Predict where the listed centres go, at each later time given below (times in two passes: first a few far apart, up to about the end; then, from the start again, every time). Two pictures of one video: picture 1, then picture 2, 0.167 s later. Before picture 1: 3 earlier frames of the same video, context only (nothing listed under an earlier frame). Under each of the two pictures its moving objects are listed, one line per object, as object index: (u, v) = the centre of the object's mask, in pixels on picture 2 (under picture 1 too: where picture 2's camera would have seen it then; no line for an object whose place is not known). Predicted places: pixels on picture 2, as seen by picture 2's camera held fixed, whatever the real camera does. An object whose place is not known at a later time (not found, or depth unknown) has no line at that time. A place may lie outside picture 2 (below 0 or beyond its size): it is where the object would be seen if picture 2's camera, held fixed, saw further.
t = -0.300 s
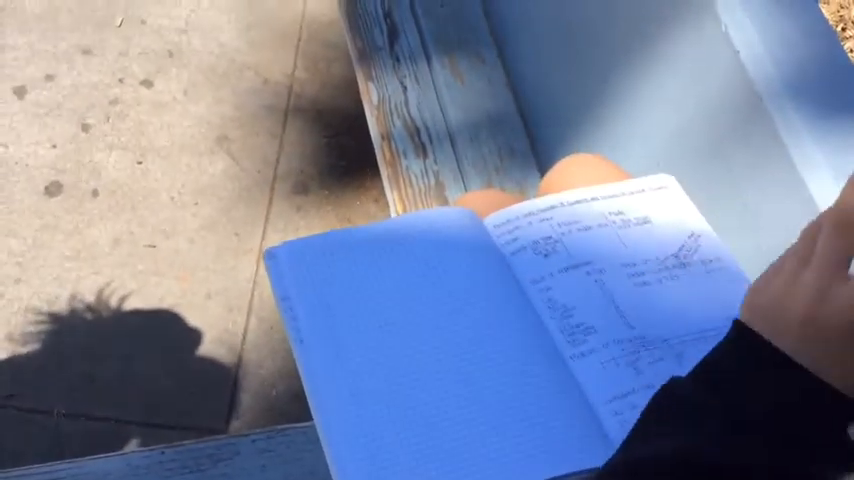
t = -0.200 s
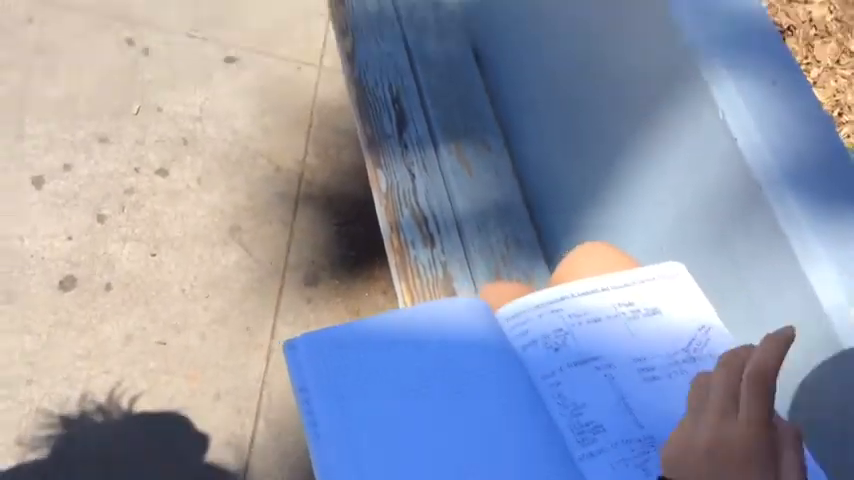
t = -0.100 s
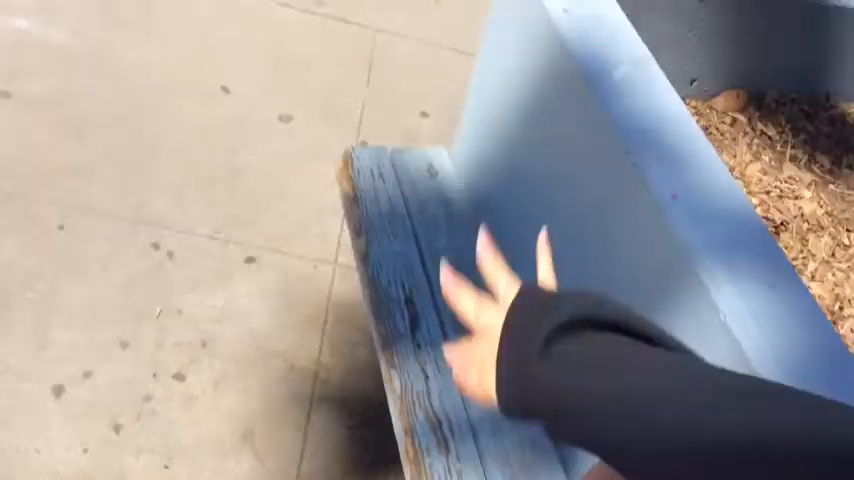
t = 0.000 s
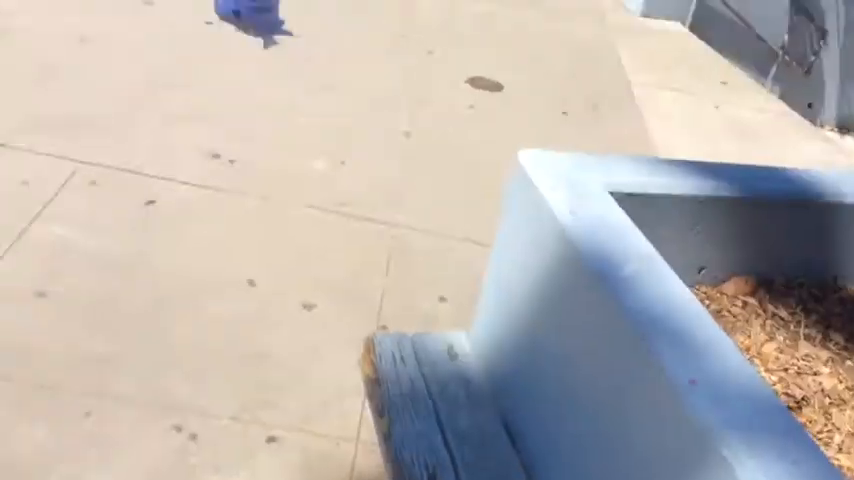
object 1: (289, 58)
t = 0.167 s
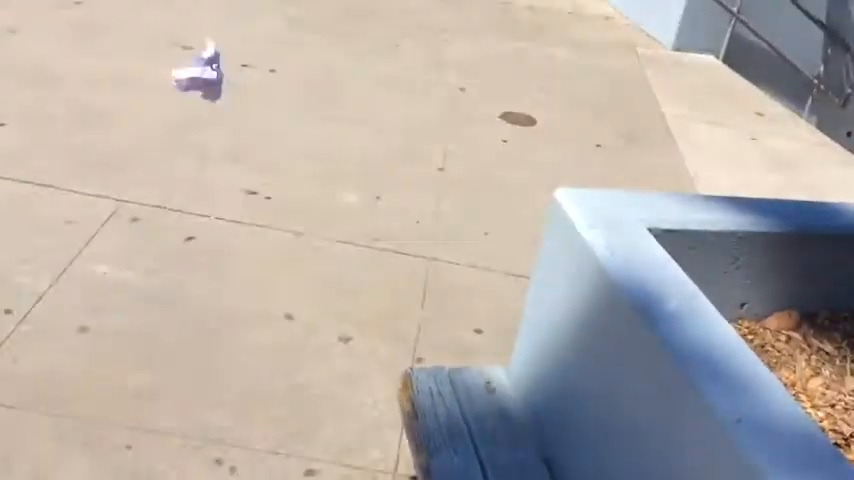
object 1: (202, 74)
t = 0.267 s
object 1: (203, 133)
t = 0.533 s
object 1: (235, 355)
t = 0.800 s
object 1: (258, 410)
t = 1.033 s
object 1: (250, 414)
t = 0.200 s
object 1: (200, 89)
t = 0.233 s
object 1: (201, 110)
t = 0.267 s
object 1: (203, 133)
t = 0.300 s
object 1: (205, 160)
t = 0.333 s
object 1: (208, 189)
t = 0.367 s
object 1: (211, 217)
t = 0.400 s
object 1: (216, 244)
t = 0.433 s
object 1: (220, 270)
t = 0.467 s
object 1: (223, 298)
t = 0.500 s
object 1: (228, 326)
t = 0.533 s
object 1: (235, 355)
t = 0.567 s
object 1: (243, 385)
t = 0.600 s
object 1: (251, 415)
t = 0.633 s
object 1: (254, 411)
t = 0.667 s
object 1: (256, 407)
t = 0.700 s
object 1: (259, 405)
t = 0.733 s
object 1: (259, 406)
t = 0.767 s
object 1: (260, 409)
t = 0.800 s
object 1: (258, 410)
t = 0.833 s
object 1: (258, 411)
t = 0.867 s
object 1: (256, 411)
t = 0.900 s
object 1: (253, 412)
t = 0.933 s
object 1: (249, 413)
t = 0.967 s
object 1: (250, 412)
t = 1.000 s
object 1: (250, 413)
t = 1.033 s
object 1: (250, 414)
